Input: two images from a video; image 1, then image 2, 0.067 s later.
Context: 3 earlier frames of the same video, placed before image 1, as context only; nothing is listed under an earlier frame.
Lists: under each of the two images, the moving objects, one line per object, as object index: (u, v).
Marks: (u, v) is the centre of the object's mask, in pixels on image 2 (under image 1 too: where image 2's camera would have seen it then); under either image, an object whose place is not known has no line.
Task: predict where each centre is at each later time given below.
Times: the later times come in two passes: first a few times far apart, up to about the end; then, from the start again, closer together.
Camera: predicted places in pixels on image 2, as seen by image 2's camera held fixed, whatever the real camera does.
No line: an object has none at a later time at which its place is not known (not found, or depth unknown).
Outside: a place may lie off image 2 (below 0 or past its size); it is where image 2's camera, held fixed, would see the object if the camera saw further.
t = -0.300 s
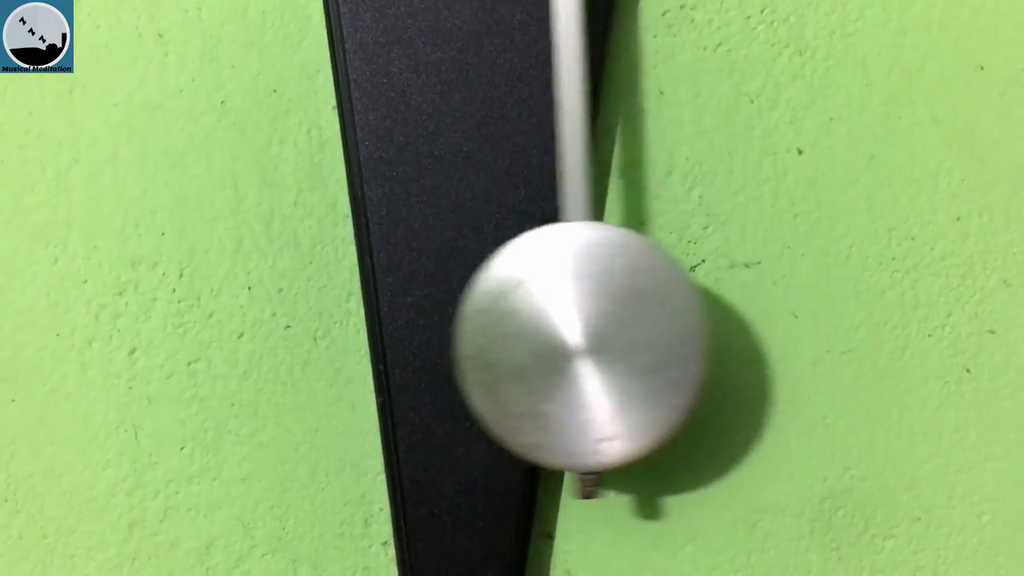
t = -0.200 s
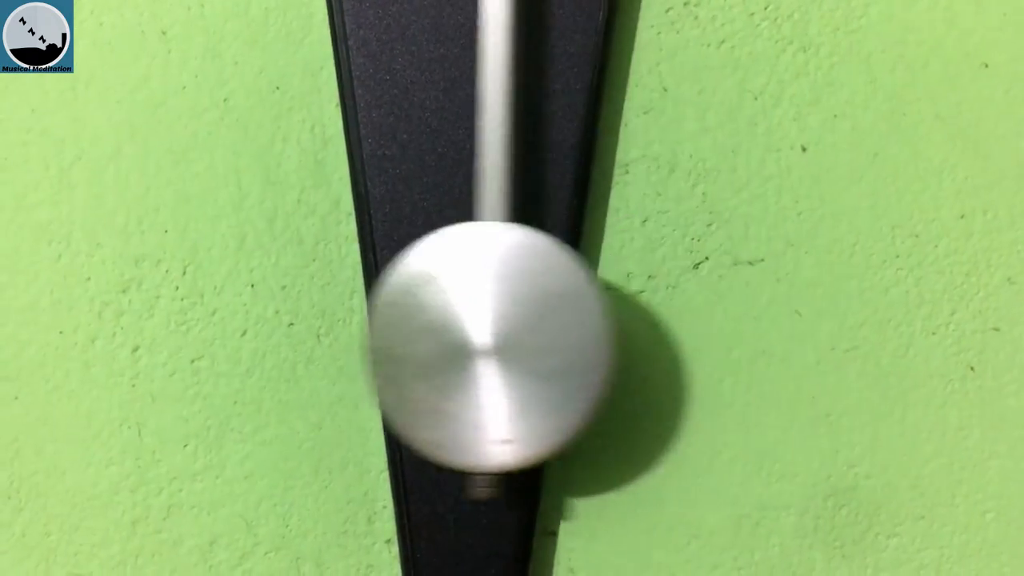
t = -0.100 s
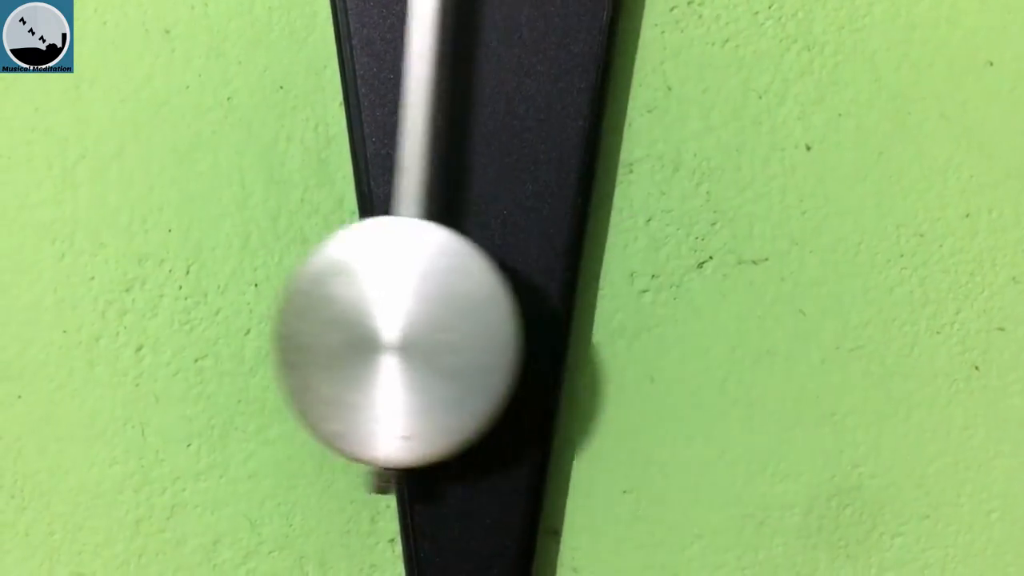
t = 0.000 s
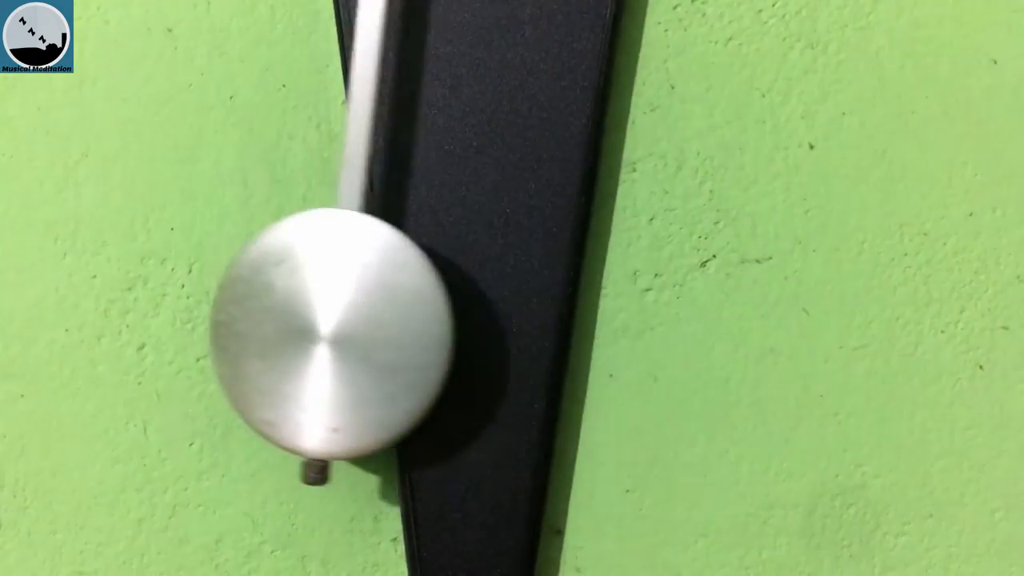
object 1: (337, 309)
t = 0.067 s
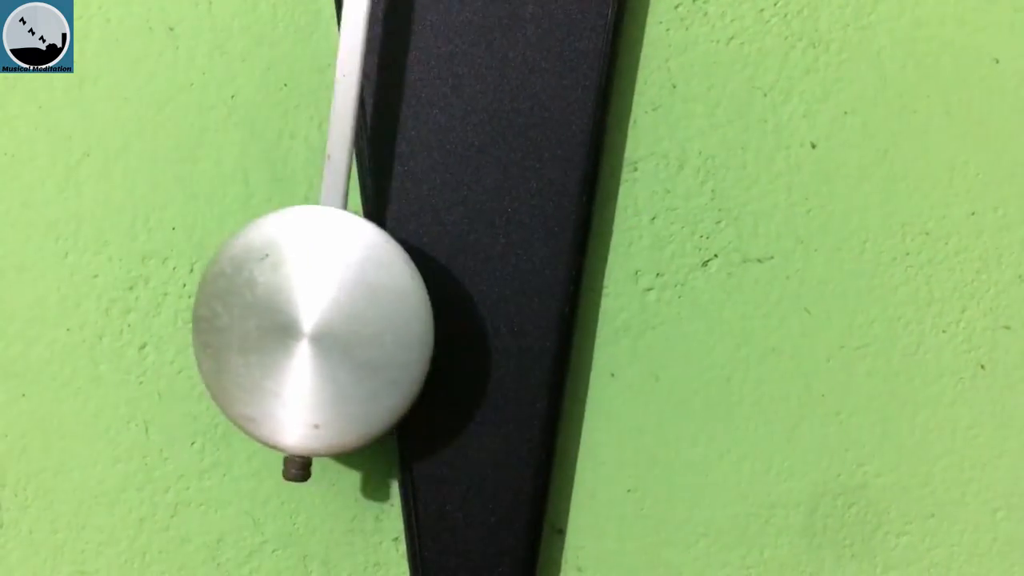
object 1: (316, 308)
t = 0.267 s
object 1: (391, 309)
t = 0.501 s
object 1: (604, 311)
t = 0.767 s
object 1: (663, 309)
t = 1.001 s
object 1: (482, 306)
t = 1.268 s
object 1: (319, 310)
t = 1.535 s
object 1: (469, 313)
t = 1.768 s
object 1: (652, 310)
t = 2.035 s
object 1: (600, 308)
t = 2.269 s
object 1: (402, 310)
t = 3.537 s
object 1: (350, 312)
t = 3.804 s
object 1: (400, 312)
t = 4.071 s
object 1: (618, 312)
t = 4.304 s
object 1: (646, 309)
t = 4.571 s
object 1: (446, 310)
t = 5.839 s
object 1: (381, 308)
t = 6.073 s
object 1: (349, 310)
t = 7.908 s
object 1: (597, 310)
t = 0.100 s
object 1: (314, 308)
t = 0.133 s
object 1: (319, 308)
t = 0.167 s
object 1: (330, 309)
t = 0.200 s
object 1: (346, 308)
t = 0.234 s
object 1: (366, 309)
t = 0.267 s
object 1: (391, 309)
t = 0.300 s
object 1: (419, 309)
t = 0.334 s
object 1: (450, 310)
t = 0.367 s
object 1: (482, 310)
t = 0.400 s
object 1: (511, 313)
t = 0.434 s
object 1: (544, 312)
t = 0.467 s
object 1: (575, 312)
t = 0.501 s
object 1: (604, 311)
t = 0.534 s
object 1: (629, 312)
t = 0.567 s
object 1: (651, 311)
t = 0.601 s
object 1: (668, 310)
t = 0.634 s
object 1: (678, 309)
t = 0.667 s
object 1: (683, 308)
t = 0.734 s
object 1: (675, 308)
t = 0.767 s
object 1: (663, 309)
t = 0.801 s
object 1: (645, 309)
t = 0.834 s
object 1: (624, 308)
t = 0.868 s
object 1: (598, 308)
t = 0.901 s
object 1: (571, 306)
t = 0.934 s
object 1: (541, 307)
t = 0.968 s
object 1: (510, 308)
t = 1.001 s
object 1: (482, 306)
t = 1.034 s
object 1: (452, 307)
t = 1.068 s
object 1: (423, 306)
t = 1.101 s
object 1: (397, 305)
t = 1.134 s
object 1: (372, 305)
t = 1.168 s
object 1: (353, 303)
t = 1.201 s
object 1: (335, 308)
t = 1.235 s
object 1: (324, 309)
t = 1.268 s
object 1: (319, 310)
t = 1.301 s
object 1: (320, 311)
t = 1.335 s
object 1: (327, 312)
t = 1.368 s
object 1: (340, 312)
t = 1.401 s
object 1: (358, 313)
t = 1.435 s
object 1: (381, 312)
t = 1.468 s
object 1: (408, 314)
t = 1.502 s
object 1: (438, 314)
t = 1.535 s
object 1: (469, 313)
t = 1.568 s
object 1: (500, 312)
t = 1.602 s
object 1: (529, 313)
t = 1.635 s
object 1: (561, 312)
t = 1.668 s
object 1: (588, 311)
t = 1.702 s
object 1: (613, 310)
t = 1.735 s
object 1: (635, 310)
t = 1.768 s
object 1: (652, 310)
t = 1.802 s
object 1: (664, 308)
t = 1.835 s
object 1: (671, 308)
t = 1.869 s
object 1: (672, 307)
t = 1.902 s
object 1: (667, 307)
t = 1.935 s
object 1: (657, 308)
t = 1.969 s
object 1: (642, 308)
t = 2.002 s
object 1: (623, 308)
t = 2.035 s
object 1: (600, 308)
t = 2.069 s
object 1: (573, 309)
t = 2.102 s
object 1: (545, 309)
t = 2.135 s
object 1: (515, 310)
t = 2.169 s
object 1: (488, 310)
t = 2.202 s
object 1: (458, 310)
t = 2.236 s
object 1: (429, 310)
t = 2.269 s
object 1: (402, 310)
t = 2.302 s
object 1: (377, 311)
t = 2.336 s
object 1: (357, 311)
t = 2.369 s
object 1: (340, 313)
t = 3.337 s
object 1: (496, 312)
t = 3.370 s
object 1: (468, 311)
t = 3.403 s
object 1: (440, 311)
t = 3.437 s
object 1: (413, 311)
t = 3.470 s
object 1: (389, 308)
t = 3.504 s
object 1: (367, 310)
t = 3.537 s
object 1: (350, 312)
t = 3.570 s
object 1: (337, 312)
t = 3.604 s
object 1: (330, 312)
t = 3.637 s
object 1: (328, 312)
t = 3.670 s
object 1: (332, 313)
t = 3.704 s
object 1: (342, 313)
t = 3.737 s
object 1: (356, 313)
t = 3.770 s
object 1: (376, 314)
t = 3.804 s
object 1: (400, 312)
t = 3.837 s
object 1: (425, 313)
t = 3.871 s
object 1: (454, 313)
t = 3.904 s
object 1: (482, 312)
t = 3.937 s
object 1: (510, 314)
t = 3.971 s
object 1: (540, 313)
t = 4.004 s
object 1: (568, 312)
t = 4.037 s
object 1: (594, 312)
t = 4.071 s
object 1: (618, 312)
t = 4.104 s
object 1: (637, 311)
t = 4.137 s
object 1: (652, 310)
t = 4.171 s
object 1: (661, 310)
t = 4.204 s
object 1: (666, 309)
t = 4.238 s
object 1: (665, 308)
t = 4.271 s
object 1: (658, 309)
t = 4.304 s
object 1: (646, 309)
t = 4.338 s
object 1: (630, 309)
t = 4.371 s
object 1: (610, 310)
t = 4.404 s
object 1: (586, 310)
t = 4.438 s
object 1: (559, 310)
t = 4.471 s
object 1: (531, 311)
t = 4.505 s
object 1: (502, 311)
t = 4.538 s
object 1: (474, 311)
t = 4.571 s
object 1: (446, 310)
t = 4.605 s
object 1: (418, 310)
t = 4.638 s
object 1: (392, 310)
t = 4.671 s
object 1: (369, 311)
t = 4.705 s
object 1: (350, 311)
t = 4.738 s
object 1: (336, 311)
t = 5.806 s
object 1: (404, 307)
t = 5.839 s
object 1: (381, 308)
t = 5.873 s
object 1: (361, 308)
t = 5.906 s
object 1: (347, 308)
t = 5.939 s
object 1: (336, 308)
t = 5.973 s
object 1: (332, 308)
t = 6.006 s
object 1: (332, 308)
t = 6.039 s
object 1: (338, 309)
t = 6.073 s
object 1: (349, 310)
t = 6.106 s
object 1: (365, 310)
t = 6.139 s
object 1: (385, 310)
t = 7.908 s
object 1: (597, 310)
